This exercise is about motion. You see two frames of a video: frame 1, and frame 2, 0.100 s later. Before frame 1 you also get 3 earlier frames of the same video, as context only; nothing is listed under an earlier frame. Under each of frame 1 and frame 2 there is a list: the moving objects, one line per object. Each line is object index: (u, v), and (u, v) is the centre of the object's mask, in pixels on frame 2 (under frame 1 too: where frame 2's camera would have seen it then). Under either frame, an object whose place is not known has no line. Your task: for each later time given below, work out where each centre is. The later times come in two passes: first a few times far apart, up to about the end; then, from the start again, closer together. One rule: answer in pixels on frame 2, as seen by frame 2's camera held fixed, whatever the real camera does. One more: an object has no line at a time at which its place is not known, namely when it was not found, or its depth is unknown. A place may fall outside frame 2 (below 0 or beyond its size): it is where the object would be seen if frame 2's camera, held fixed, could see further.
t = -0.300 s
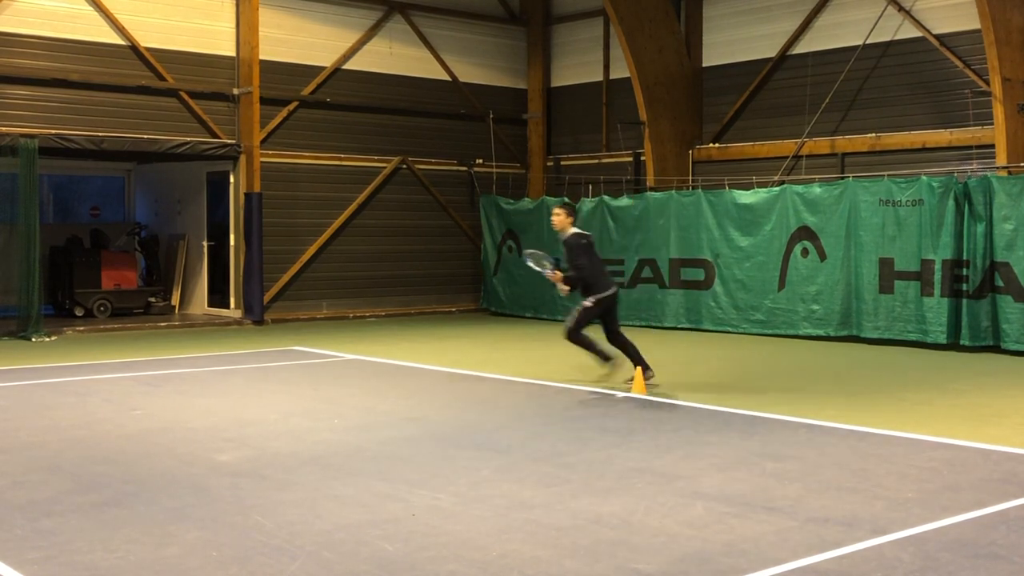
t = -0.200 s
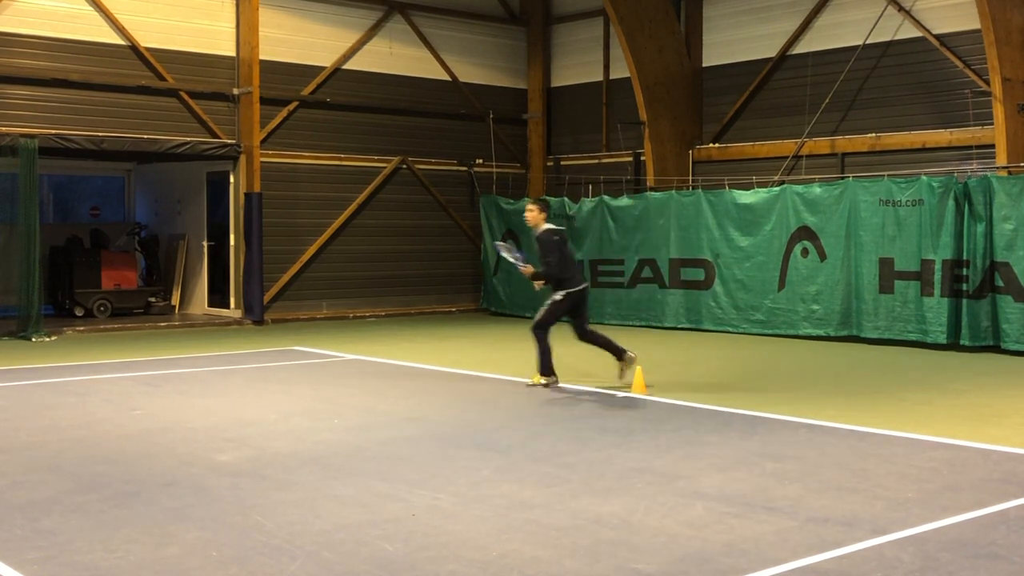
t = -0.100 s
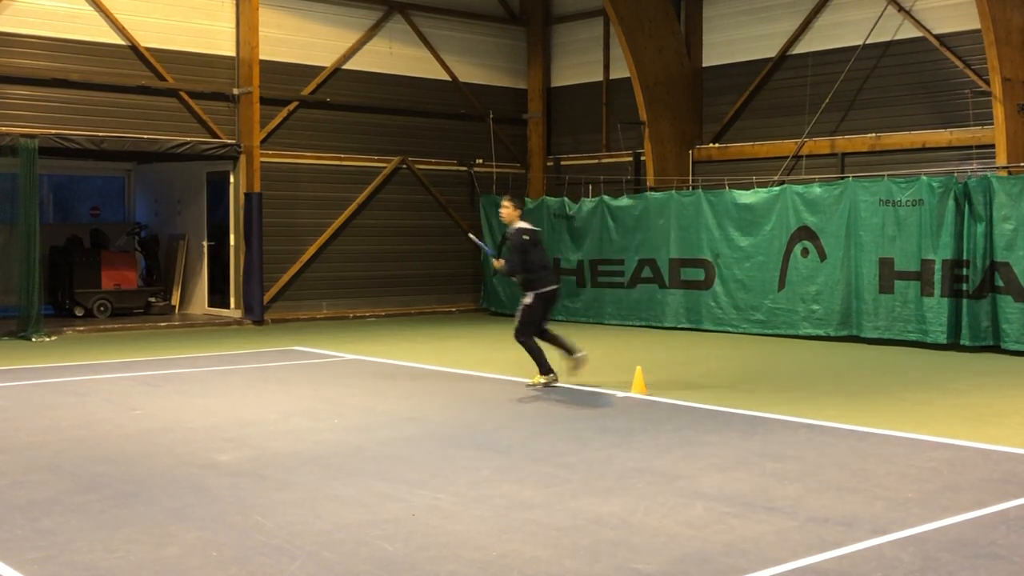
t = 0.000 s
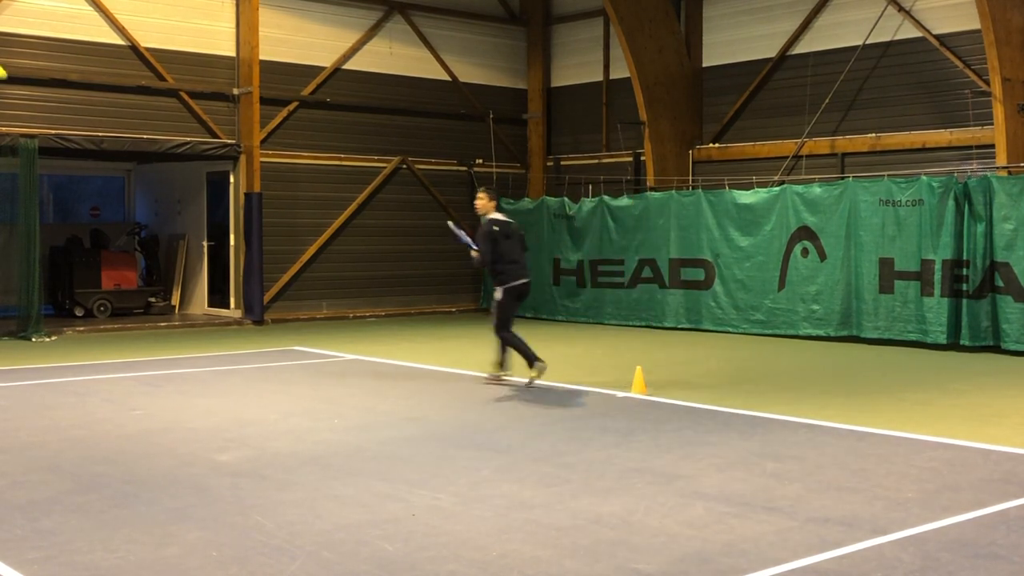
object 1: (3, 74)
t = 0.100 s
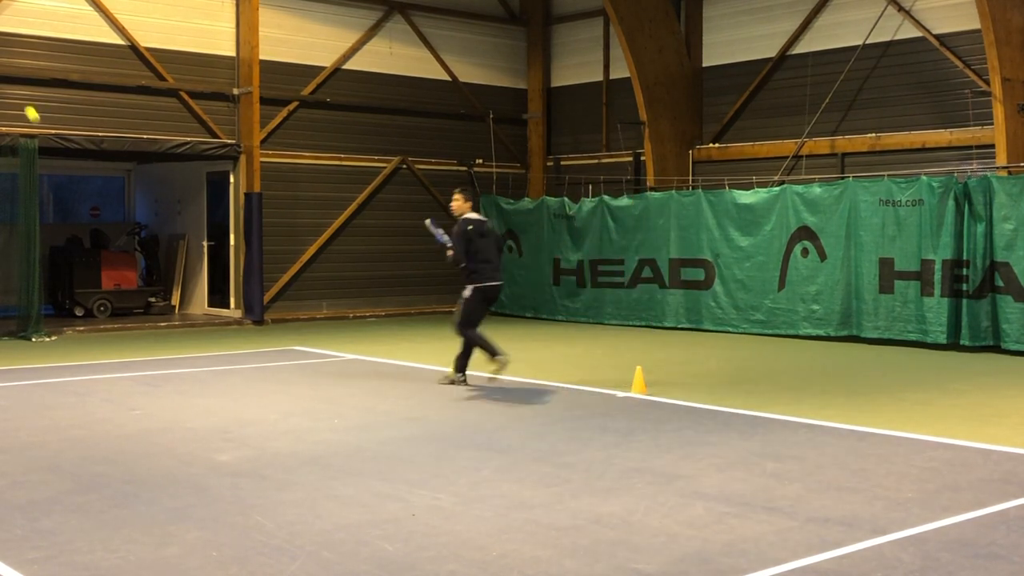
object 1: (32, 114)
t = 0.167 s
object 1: (53, 149)
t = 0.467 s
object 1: (132, 349)
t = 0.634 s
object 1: (154, 328)
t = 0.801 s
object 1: (168, 264)
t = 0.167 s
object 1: (53, 149)
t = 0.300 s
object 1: (90, 230)
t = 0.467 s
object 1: (132, 349)
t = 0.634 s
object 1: (154, 328)
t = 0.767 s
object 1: (165, 274)
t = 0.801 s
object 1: (168, 264)
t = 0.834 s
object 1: (170, 255)
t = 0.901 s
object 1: (176, 242)
